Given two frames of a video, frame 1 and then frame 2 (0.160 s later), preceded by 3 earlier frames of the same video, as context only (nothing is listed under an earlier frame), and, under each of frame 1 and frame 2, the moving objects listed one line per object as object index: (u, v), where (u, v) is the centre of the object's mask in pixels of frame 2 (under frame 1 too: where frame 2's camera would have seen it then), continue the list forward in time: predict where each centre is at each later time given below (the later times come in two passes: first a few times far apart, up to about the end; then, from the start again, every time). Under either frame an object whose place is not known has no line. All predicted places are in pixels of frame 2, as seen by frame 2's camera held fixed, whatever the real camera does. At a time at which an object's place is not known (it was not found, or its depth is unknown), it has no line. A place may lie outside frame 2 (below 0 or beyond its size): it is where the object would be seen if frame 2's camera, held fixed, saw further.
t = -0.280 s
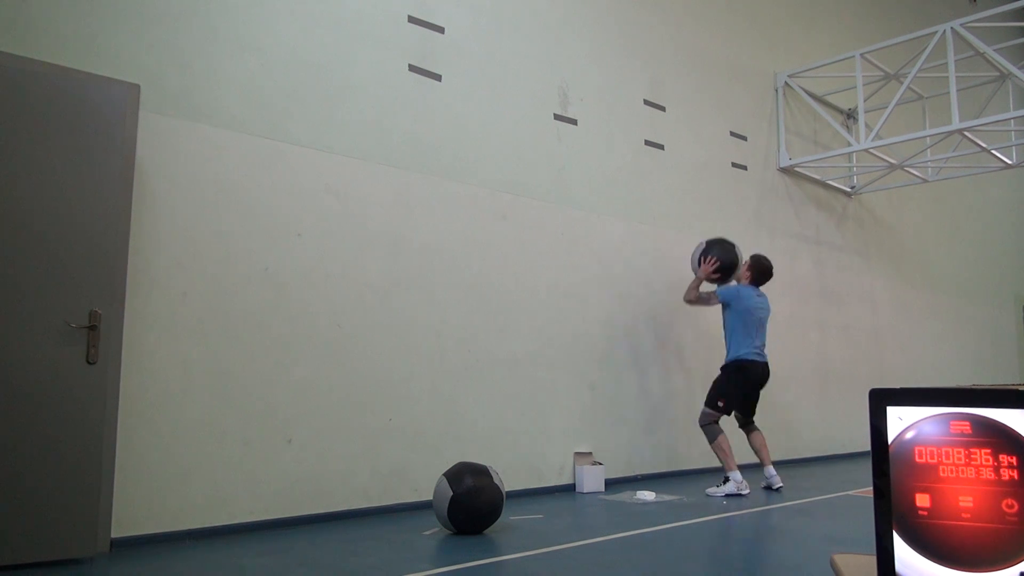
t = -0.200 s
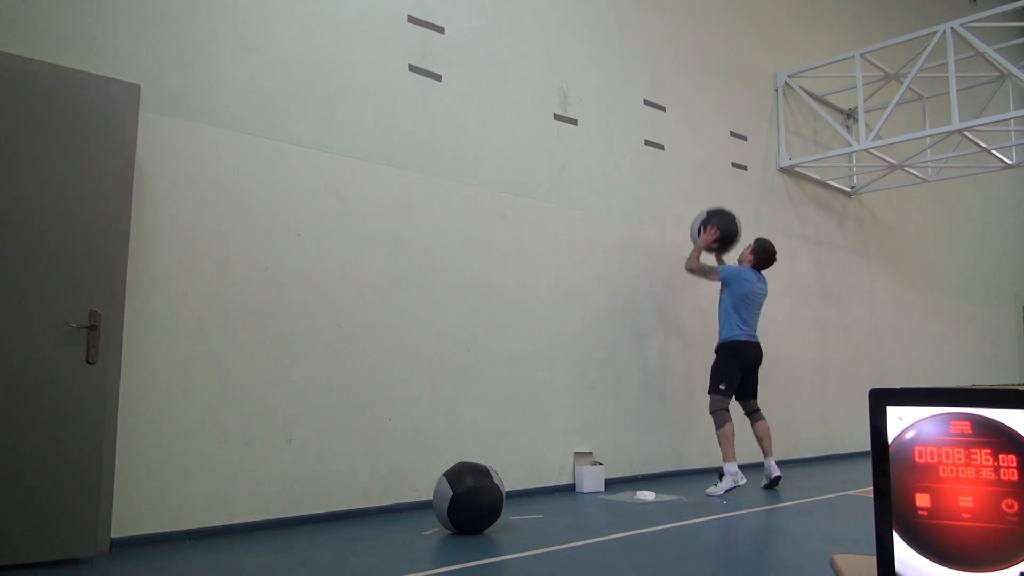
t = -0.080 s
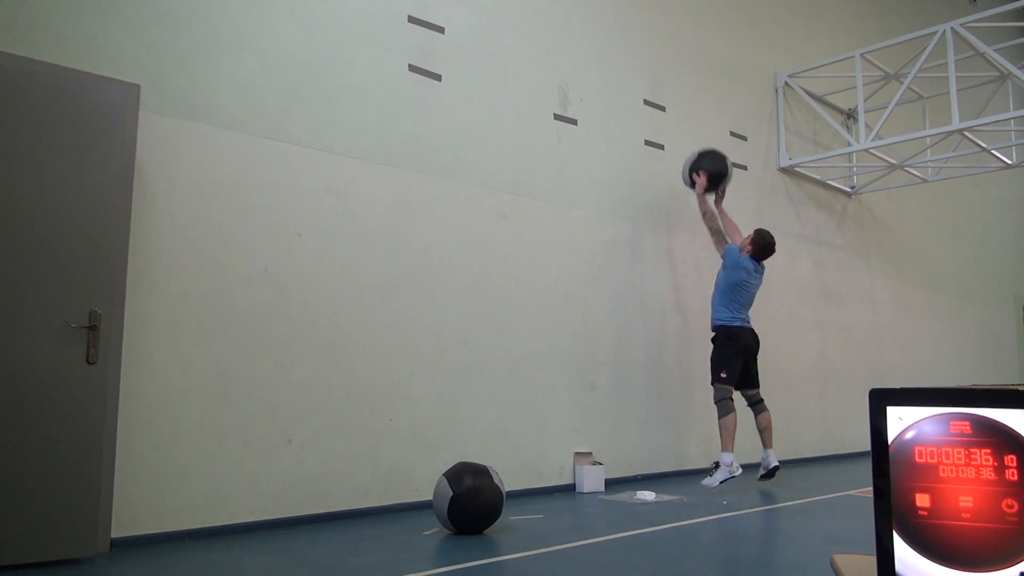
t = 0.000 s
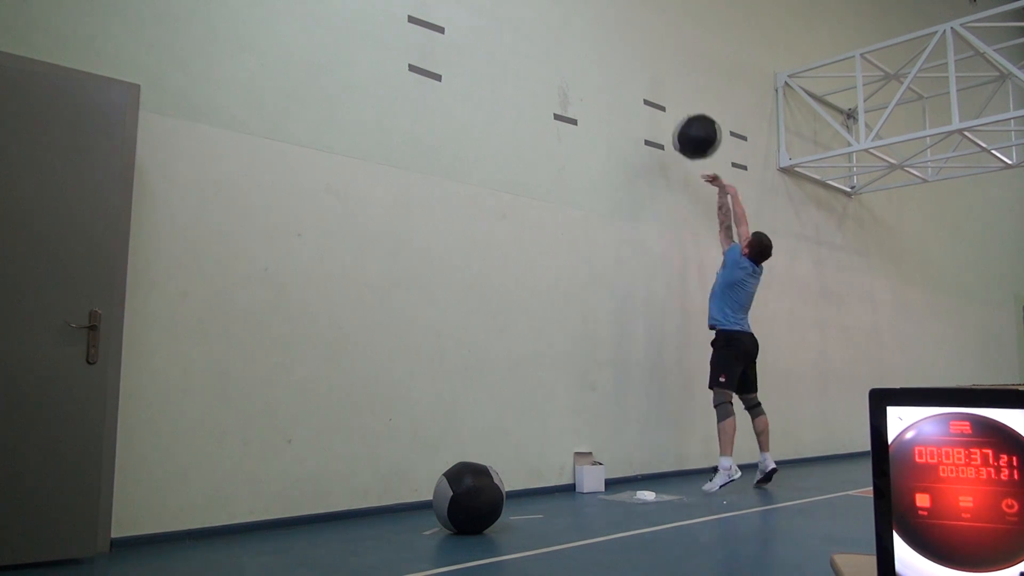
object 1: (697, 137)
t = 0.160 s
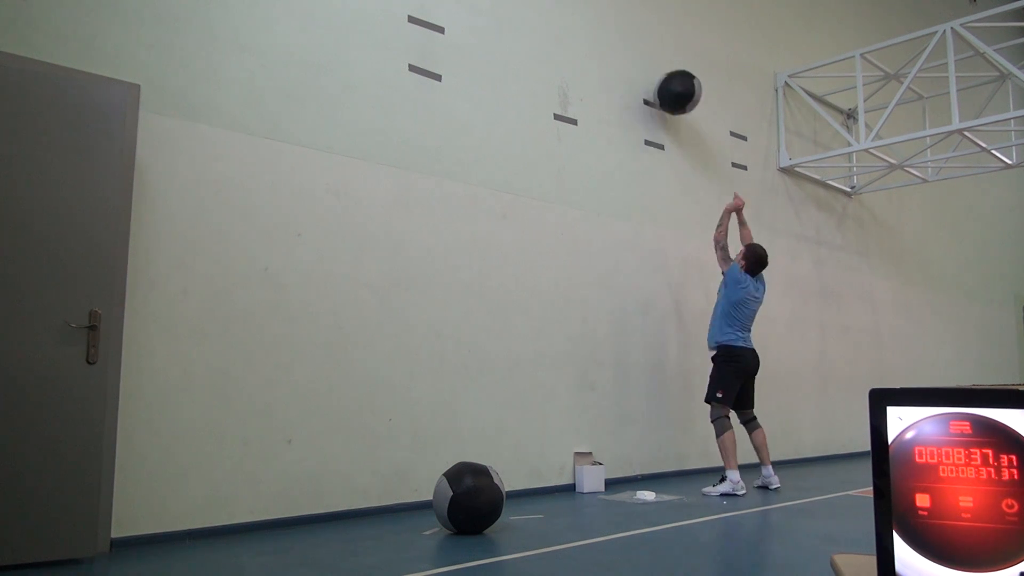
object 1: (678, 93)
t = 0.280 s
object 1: (666, 80)
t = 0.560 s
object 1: (684, 105)
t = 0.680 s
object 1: (692, 145)
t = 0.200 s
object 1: (673, 86)
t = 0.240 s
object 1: (668, 82)
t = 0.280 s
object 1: (666, 80)
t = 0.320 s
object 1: (668, 78)
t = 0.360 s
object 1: (670, 78)
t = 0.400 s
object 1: (673, 79)
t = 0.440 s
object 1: (676, 83)
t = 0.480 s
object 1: (678, 88)
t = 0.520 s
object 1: (681, 95)
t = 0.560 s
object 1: (684, 105)
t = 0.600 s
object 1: (686, 116)
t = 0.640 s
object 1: (689, 130)
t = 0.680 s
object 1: (692, 145)
